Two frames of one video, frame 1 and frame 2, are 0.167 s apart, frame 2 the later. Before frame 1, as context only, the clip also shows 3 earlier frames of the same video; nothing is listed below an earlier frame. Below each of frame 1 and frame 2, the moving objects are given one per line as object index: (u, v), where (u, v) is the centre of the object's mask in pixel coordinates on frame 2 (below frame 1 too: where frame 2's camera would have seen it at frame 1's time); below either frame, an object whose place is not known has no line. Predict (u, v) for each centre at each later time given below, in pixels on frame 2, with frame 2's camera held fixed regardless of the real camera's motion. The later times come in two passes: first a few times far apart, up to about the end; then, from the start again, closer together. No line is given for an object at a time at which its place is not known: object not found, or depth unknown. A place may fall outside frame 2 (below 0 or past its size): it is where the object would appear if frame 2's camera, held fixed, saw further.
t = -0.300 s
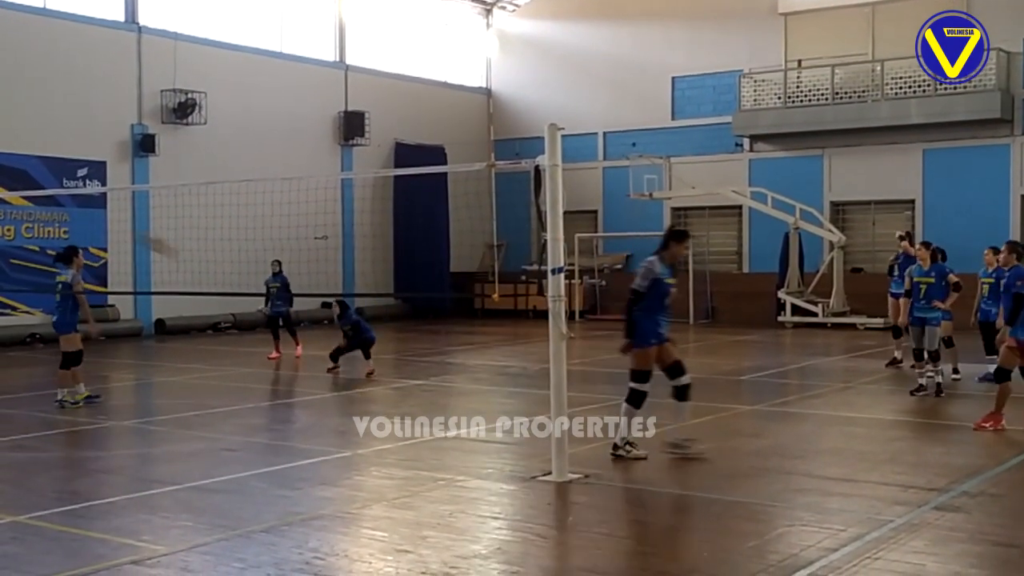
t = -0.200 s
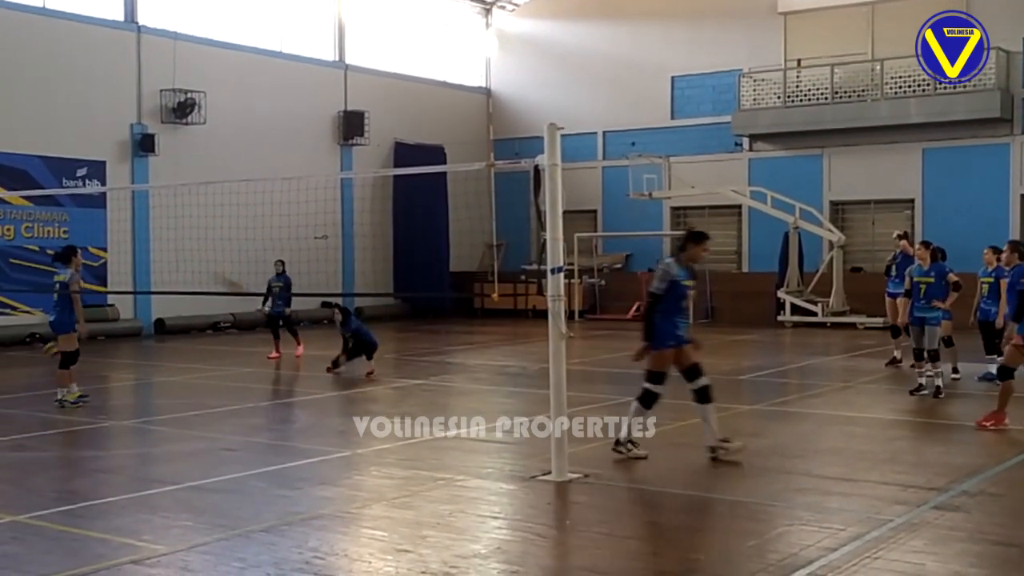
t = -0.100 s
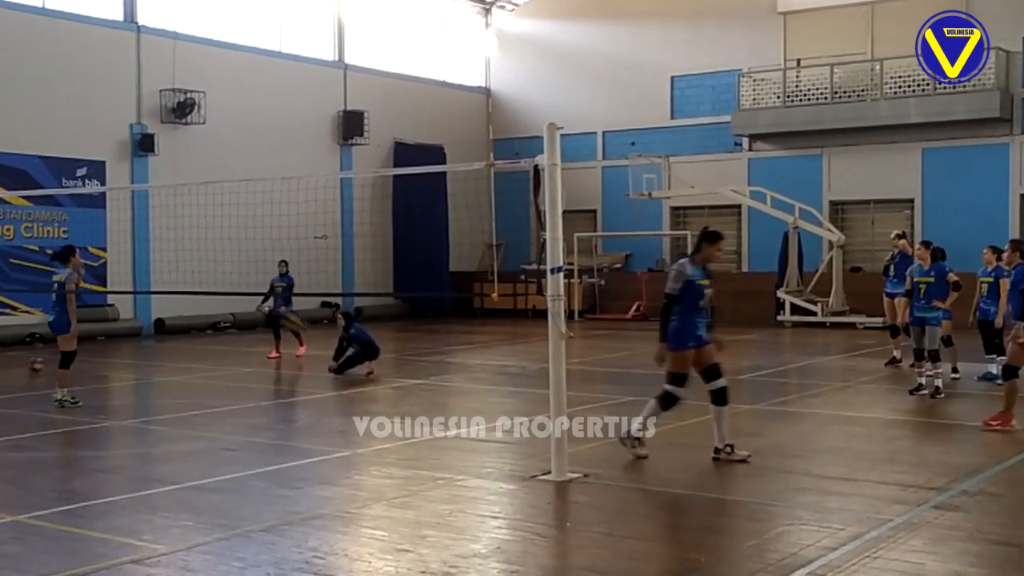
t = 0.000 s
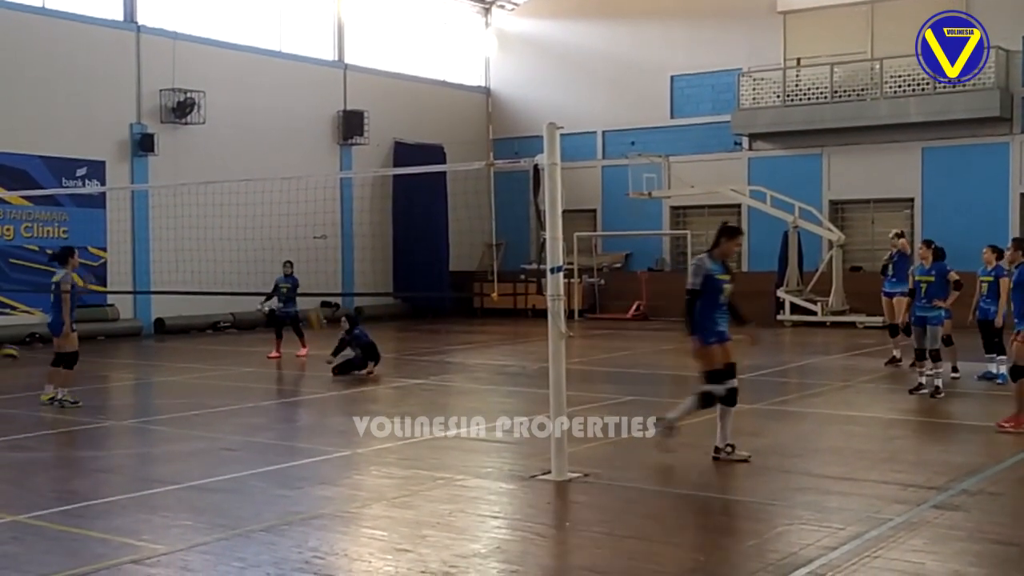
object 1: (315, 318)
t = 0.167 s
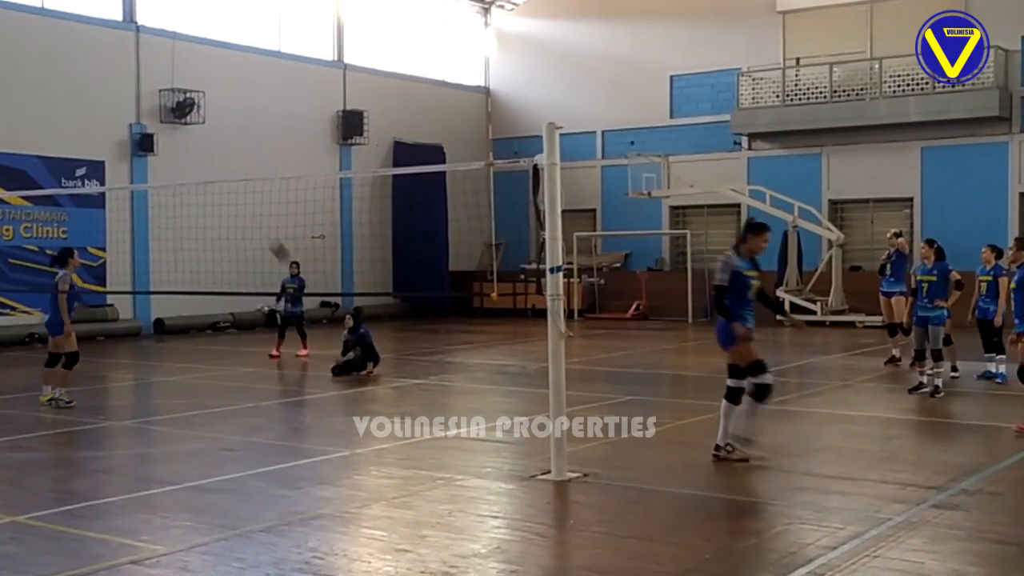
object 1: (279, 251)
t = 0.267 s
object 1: (259, 217)
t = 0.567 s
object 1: (187, 159)
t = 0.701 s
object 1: (154, 158)
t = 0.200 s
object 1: (273, 240)
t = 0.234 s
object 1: (266, 229)
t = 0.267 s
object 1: (259, 217)
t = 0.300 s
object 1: (251, 208)
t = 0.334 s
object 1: (247, 203)
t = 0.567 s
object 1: (187, 159)
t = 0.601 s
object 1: (179, 157)
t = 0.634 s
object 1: (171, 156)
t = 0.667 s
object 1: (164, 156)
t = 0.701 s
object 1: (154, 158)
